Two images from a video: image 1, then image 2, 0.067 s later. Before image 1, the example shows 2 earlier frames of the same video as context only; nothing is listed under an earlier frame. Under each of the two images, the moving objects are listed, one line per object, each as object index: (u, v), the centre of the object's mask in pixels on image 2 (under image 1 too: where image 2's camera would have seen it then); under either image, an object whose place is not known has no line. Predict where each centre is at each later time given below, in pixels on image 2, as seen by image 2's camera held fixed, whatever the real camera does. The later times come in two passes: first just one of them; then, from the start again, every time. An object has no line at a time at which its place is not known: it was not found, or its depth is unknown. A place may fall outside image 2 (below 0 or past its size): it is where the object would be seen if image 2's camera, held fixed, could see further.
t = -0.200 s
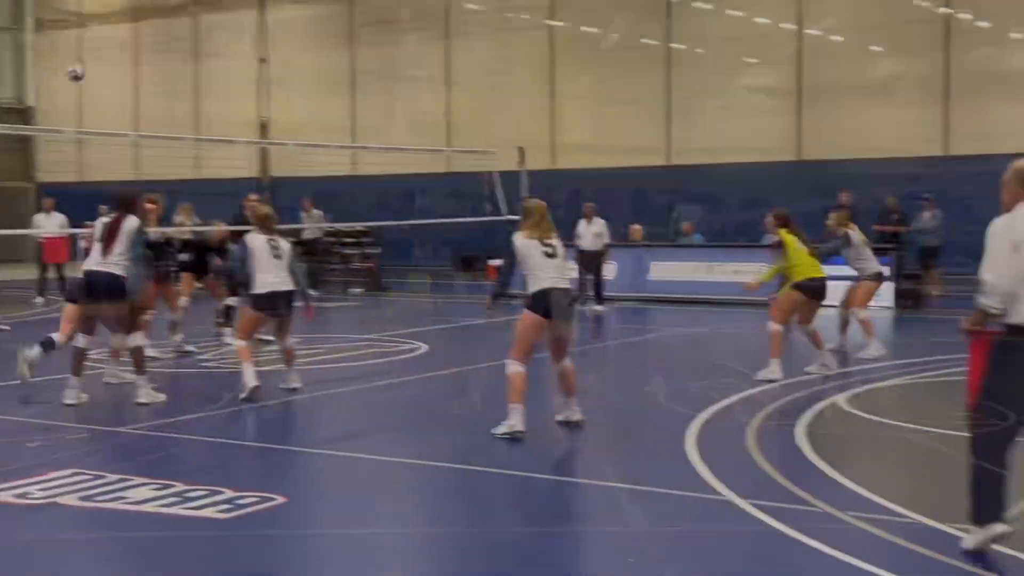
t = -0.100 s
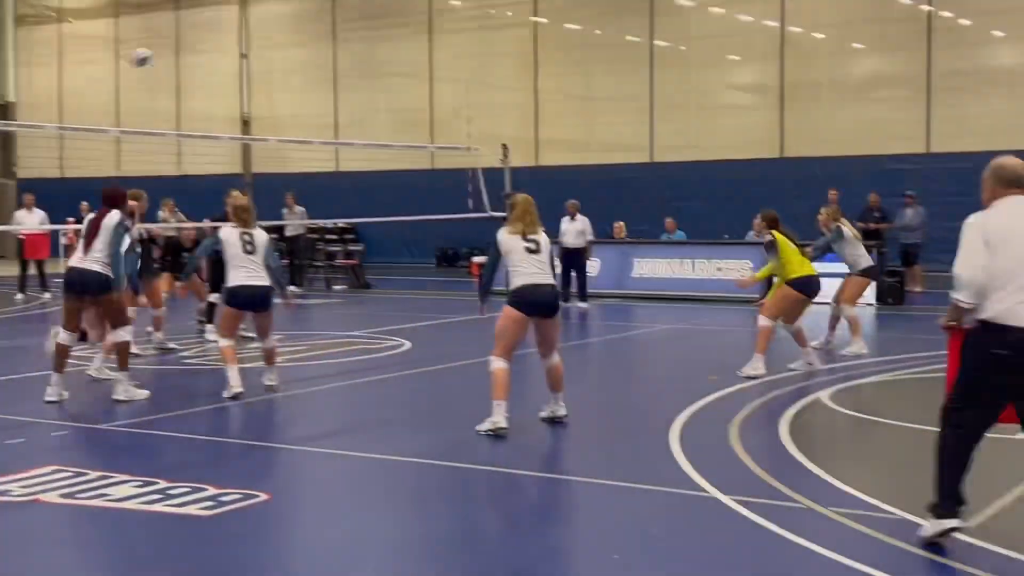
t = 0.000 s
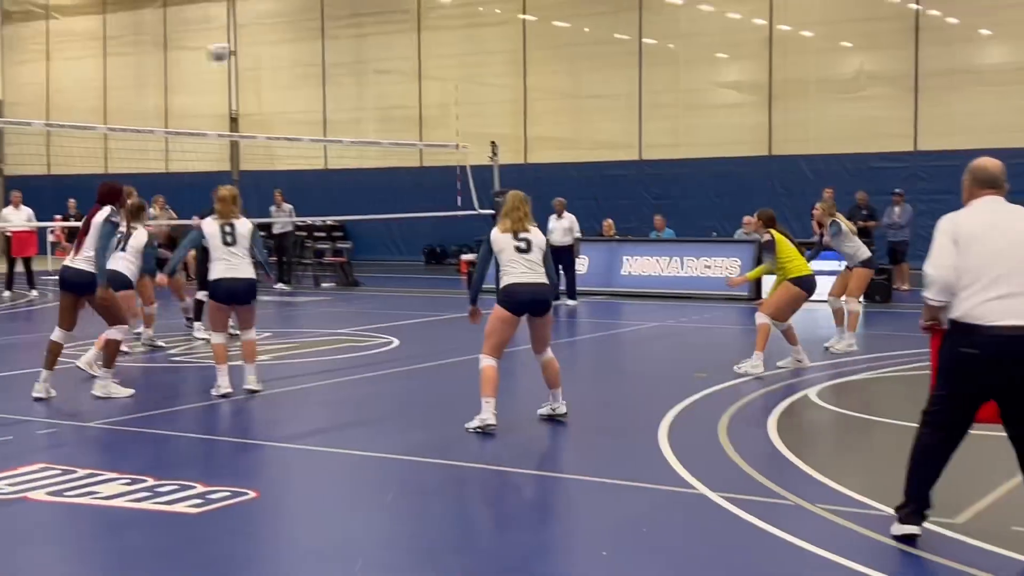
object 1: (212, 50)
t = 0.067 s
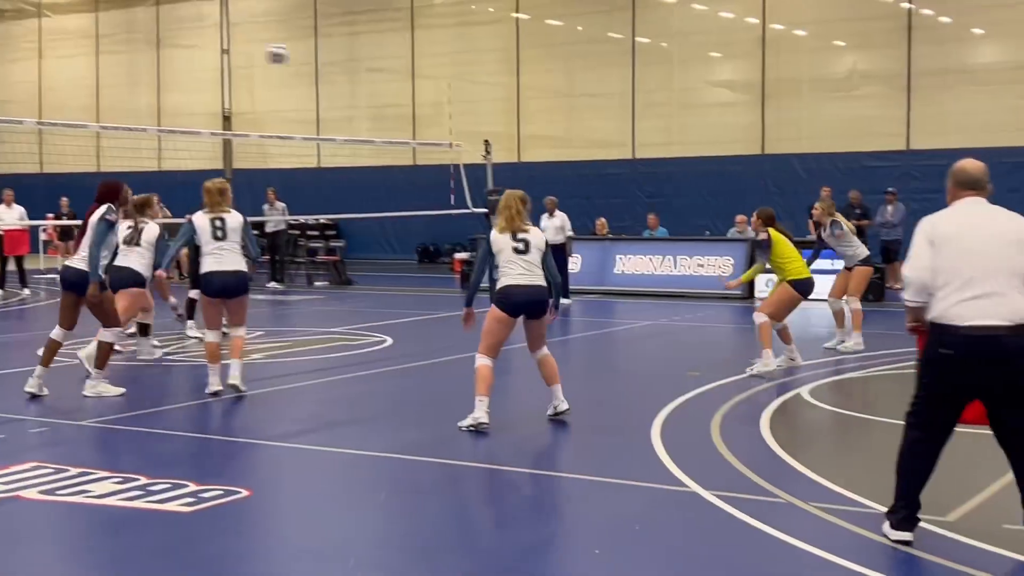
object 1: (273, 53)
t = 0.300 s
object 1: (529, 101)
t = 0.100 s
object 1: (306, 54)
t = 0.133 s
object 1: (343, 61)
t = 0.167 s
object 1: (379, 68)
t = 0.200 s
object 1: (414, 74)
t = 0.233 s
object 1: (451, 82)
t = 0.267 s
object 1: (489, 91)
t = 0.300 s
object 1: (529, 101)
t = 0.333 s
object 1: (569, 113)
